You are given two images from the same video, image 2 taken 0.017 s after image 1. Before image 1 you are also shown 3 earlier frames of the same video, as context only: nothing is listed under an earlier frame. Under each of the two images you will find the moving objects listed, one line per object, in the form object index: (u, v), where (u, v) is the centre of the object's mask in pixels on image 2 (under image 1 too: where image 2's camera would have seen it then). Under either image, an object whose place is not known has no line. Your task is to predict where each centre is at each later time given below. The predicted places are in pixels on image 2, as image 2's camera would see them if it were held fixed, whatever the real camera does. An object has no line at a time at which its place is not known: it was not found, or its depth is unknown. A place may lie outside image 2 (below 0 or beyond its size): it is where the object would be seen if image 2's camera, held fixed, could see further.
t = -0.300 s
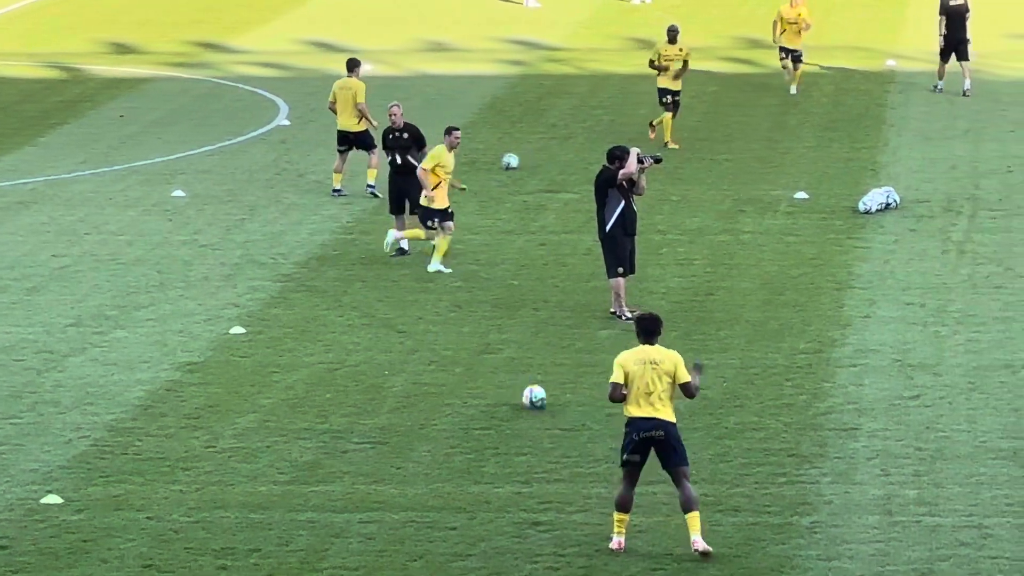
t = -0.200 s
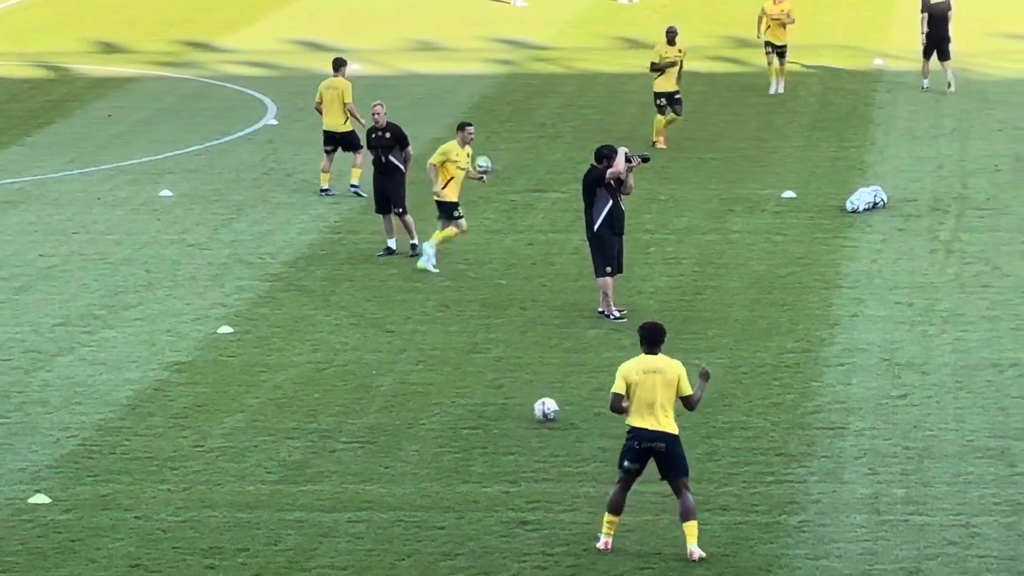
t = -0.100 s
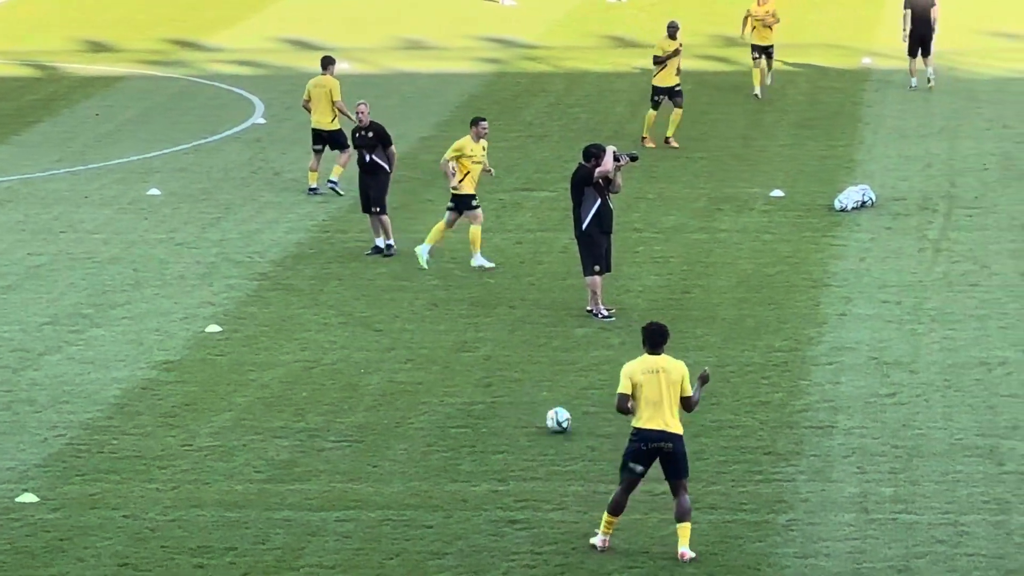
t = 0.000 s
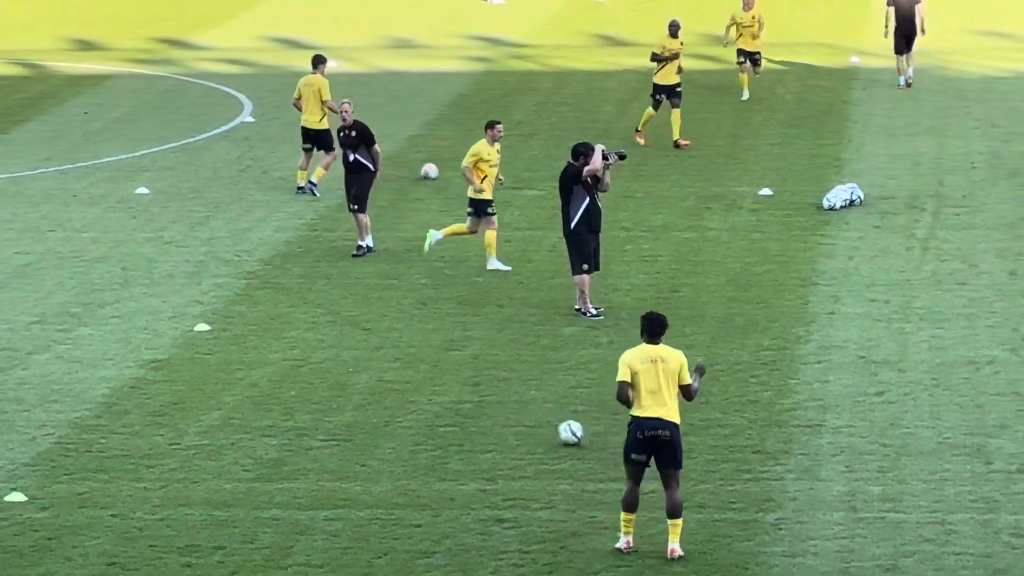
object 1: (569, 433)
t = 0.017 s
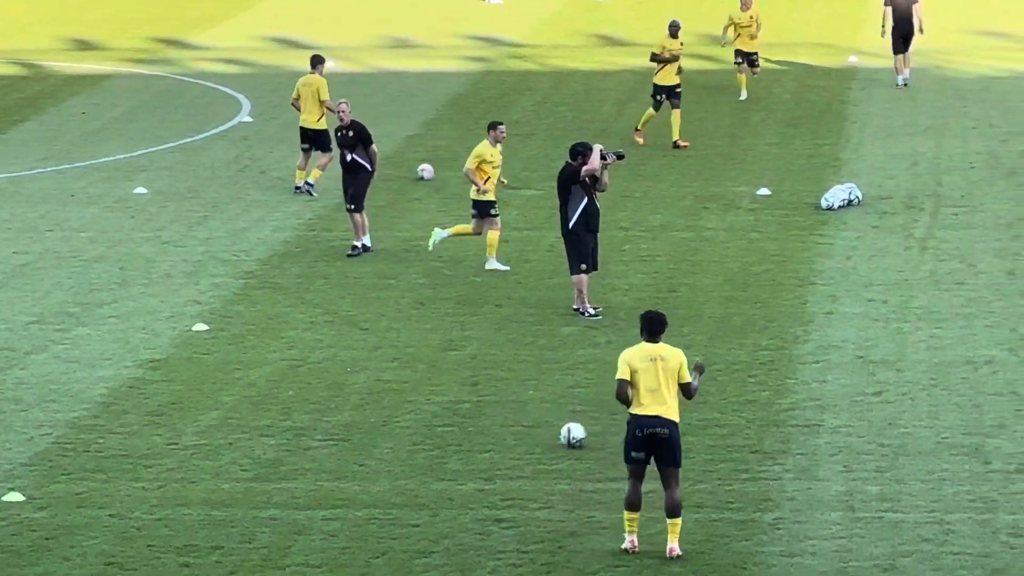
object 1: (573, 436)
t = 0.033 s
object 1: (577, 437)
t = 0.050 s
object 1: (581, 440)
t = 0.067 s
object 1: (586, 441)
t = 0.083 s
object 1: (590, 444)
